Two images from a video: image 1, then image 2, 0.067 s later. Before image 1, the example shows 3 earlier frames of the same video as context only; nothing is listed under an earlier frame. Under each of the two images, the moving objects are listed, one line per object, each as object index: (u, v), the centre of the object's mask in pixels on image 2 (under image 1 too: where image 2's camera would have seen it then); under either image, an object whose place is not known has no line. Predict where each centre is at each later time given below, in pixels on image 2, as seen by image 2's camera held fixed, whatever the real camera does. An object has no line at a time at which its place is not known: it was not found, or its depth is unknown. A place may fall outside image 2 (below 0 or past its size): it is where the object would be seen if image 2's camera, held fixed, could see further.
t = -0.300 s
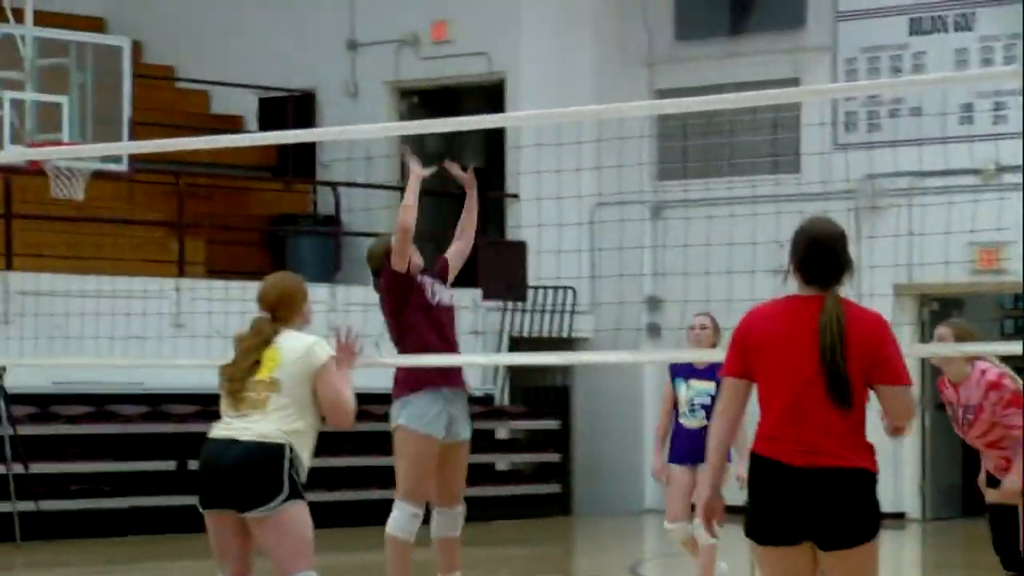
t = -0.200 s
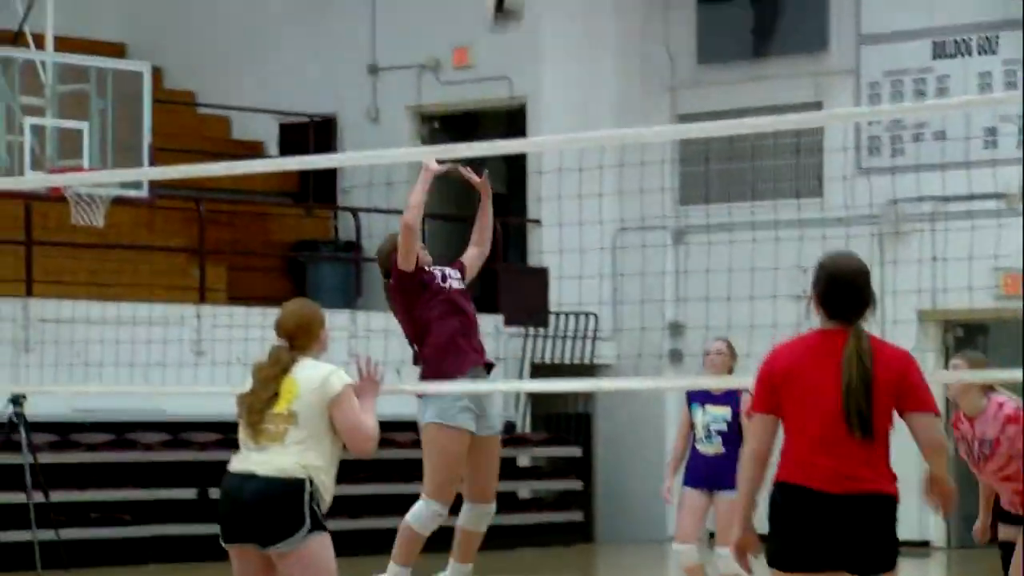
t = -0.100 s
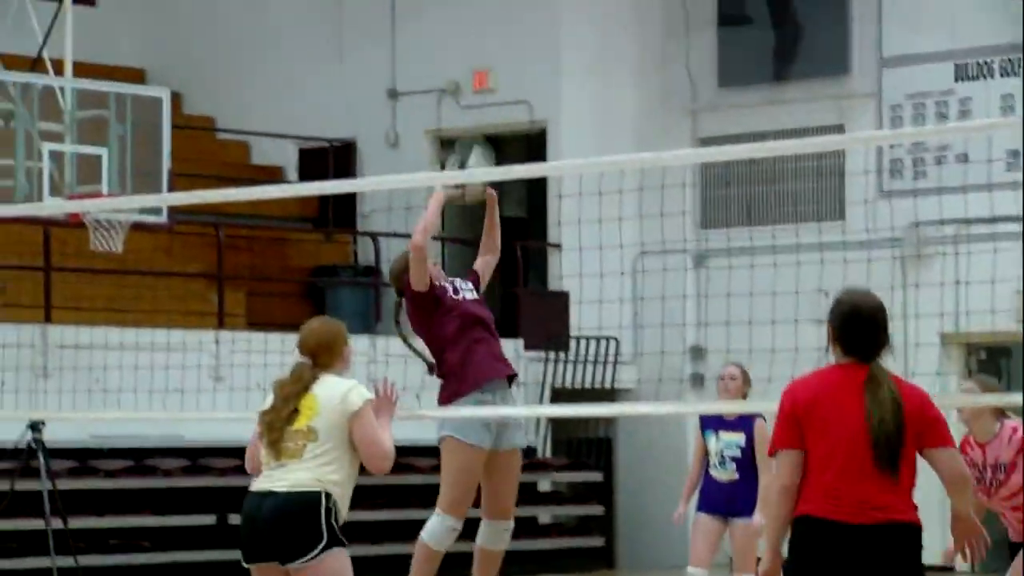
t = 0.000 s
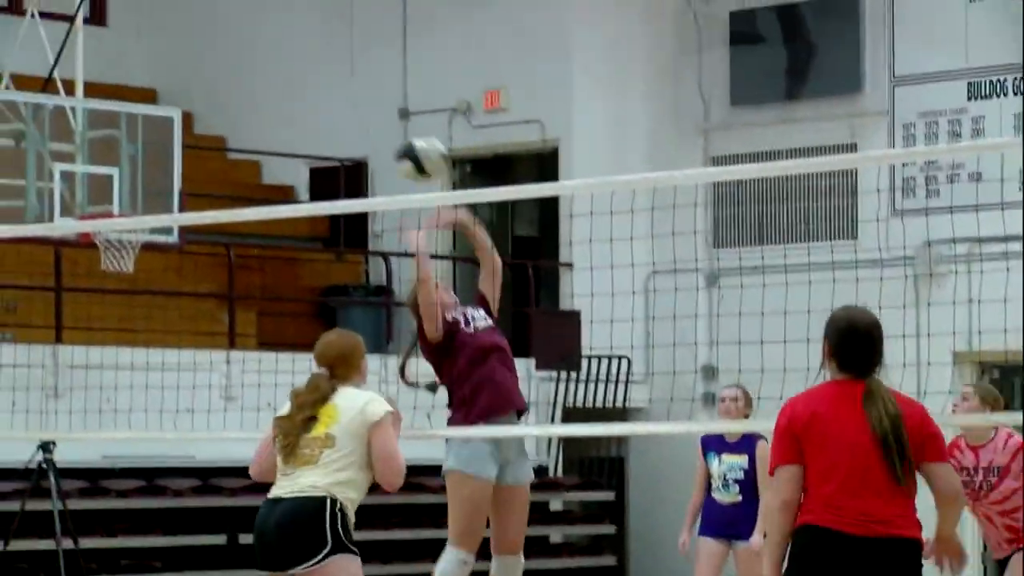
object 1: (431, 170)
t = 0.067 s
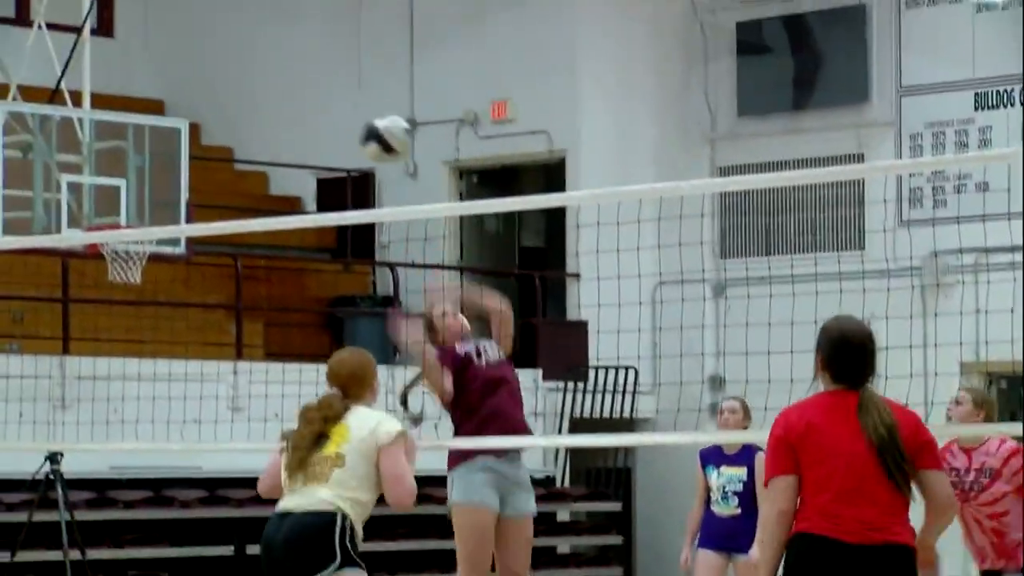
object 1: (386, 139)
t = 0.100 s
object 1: (366, 127)
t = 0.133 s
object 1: (344, 118)
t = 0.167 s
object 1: (321, 111)
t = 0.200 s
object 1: (299, 108)
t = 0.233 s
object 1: (275, 107)
